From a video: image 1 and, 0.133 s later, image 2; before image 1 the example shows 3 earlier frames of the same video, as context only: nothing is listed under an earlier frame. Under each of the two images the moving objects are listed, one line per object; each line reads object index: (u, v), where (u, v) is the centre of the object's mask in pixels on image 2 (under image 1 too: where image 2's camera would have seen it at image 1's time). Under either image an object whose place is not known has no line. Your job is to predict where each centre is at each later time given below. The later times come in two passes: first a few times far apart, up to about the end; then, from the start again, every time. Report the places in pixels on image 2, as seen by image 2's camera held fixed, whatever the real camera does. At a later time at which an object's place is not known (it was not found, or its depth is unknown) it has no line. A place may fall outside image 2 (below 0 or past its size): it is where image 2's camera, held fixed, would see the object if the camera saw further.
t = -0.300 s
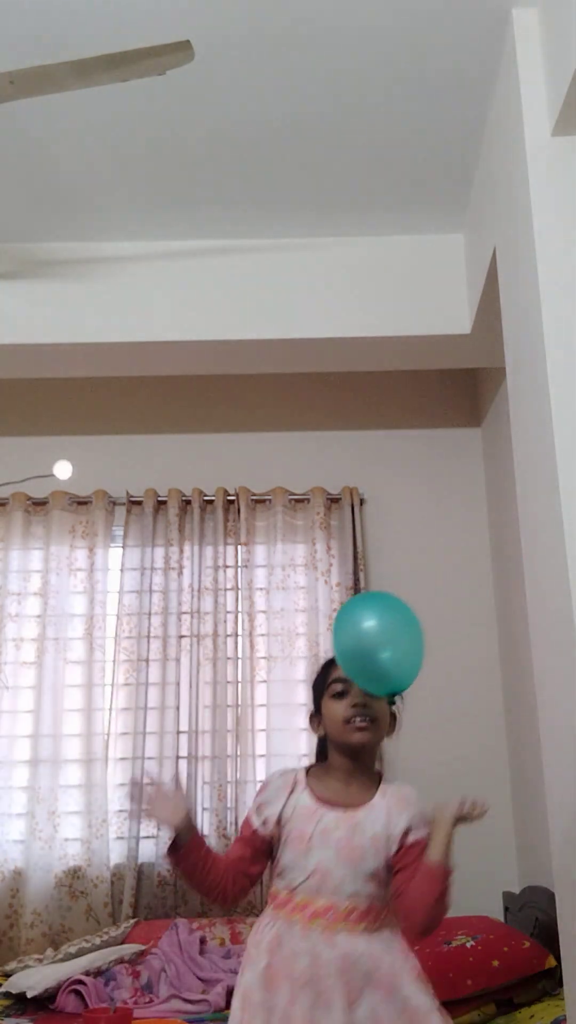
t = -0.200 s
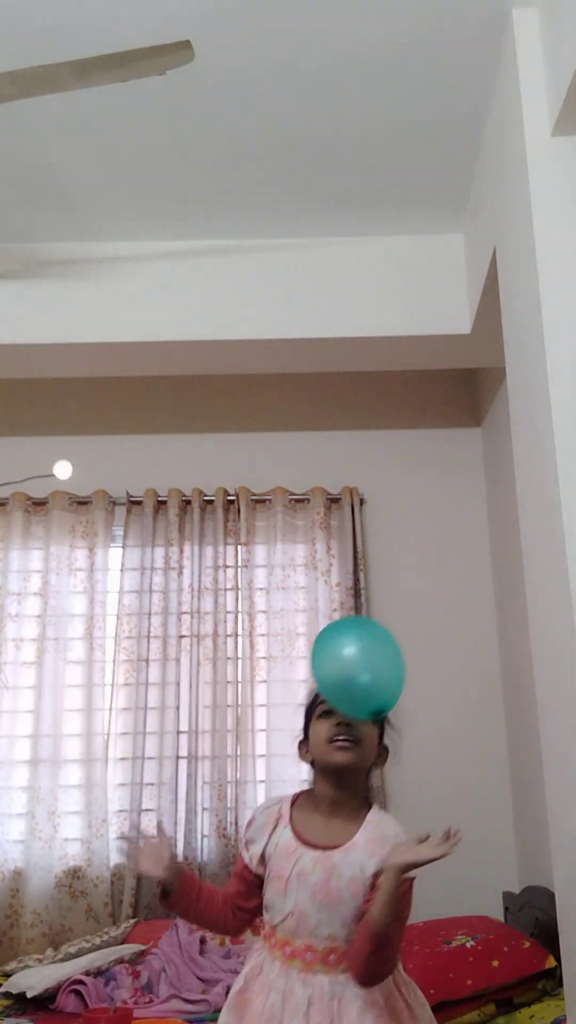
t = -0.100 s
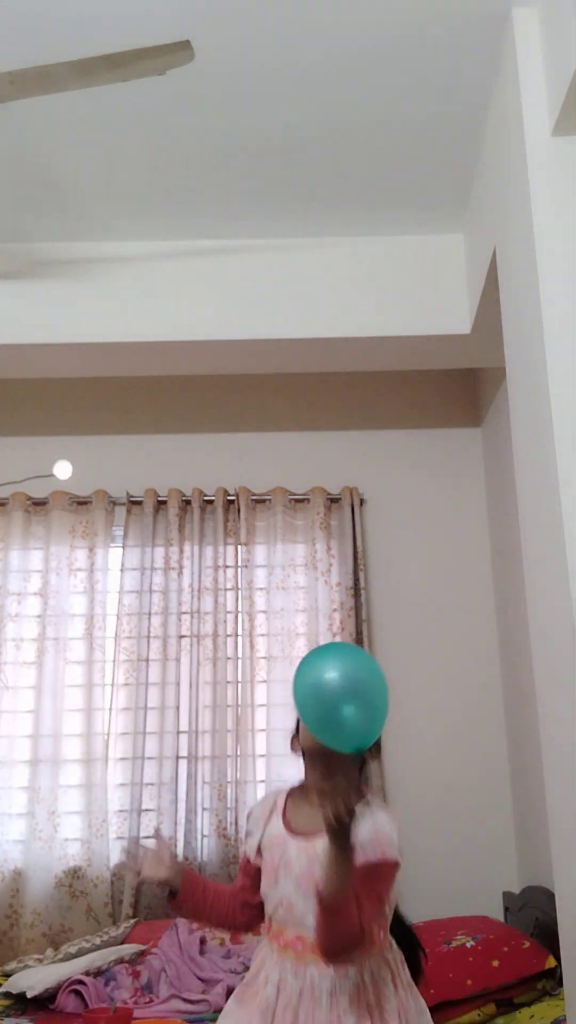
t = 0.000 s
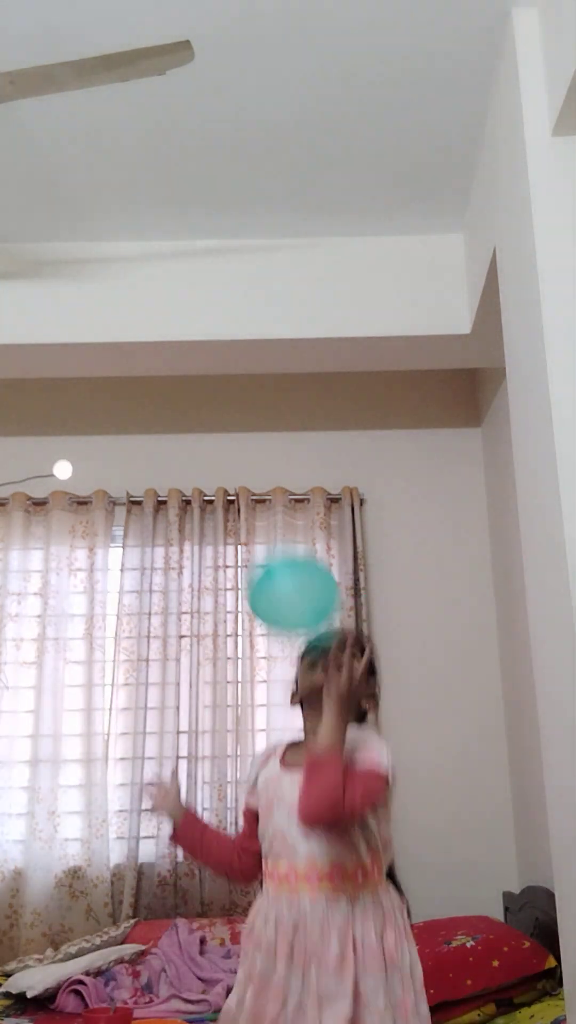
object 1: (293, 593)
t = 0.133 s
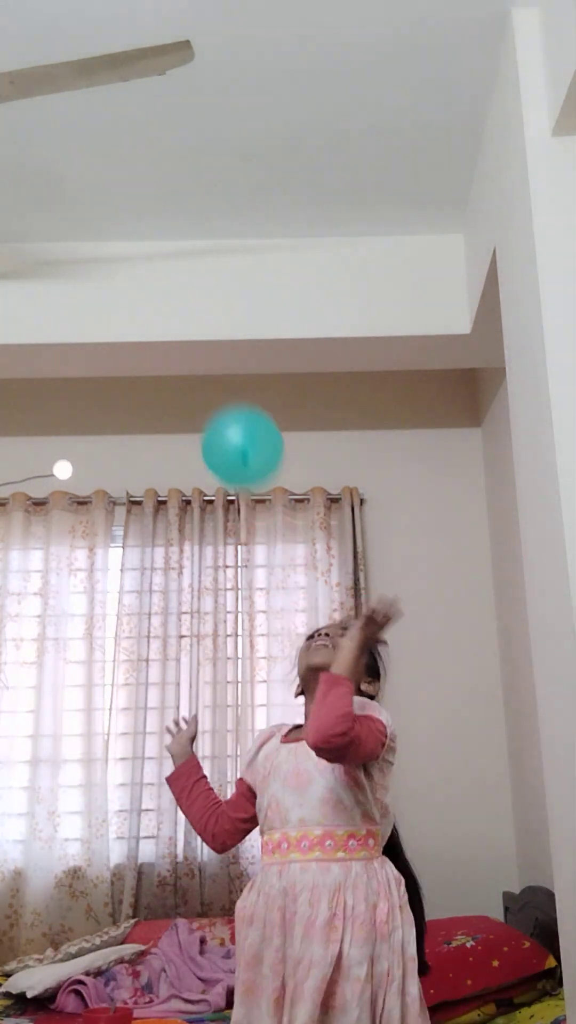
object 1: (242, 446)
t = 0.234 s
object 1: (223, 384)
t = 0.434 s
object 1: (193, 328)
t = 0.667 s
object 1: (173, 336)
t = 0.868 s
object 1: (166, 371)
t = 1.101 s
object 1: (164, 440)
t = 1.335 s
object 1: (165, 542)
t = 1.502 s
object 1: (169, 632)
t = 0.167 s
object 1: (234, 421)
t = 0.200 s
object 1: (228, 400)
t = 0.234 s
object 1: (223, 384)
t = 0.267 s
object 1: (218, 368)
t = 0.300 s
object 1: (213, 356)
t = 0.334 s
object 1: (208, 345)
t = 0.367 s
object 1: (203, 337)
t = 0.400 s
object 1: (198, 331)
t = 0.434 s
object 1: (193, 328)
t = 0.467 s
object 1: (189, 326)
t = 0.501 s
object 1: (185, 325)
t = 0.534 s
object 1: (182, 325)
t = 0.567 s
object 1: (179, 326)
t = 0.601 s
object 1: (177, 329)
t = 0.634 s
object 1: (175, 332)
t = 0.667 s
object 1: (173, 336)
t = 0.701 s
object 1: (172, 340)
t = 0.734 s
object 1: (170, 345)
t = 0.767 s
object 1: (169, 351)
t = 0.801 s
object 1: (168, 357)
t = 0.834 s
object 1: (167, 364)
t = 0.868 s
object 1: (166, 371)
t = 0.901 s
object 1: (165, 379)
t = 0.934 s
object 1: (165, 388)
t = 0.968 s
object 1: (164, 397)
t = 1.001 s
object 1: (164, 406)
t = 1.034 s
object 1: (164, 417)
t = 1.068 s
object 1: (164, 428)
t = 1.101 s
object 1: (164, 440)
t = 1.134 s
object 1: (164, 453)
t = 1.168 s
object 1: (164, 468)
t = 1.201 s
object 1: (164, 482)
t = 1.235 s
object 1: (165, 496)
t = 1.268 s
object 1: (165, 511)
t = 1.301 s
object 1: (165, 526)
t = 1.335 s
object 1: (165, 542)
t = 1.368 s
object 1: (165, 559)
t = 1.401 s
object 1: (166, 577)
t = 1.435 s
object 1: (167, 595)
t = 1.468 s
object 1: (168, 613)
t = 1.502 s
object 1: (169, 632)
